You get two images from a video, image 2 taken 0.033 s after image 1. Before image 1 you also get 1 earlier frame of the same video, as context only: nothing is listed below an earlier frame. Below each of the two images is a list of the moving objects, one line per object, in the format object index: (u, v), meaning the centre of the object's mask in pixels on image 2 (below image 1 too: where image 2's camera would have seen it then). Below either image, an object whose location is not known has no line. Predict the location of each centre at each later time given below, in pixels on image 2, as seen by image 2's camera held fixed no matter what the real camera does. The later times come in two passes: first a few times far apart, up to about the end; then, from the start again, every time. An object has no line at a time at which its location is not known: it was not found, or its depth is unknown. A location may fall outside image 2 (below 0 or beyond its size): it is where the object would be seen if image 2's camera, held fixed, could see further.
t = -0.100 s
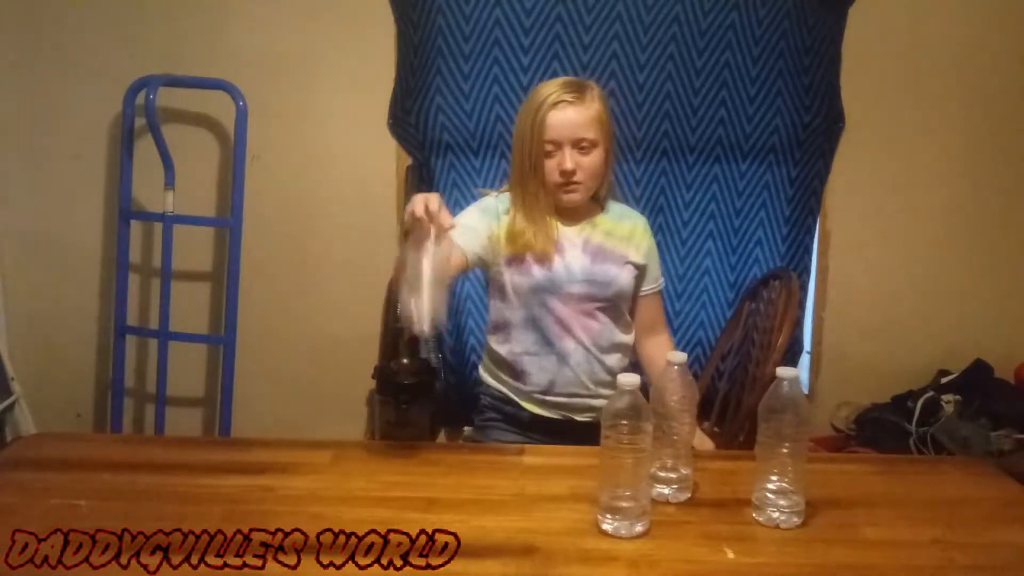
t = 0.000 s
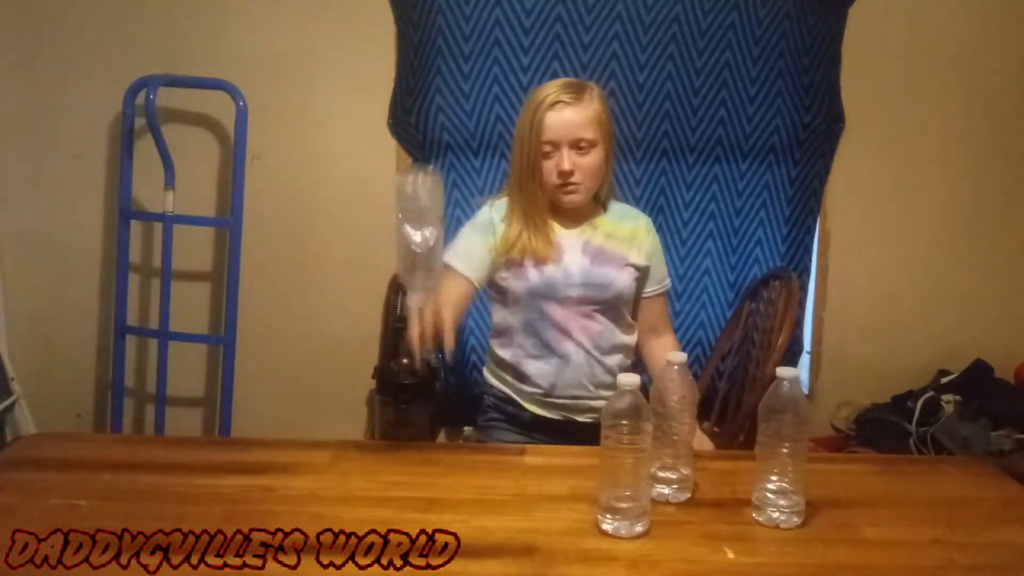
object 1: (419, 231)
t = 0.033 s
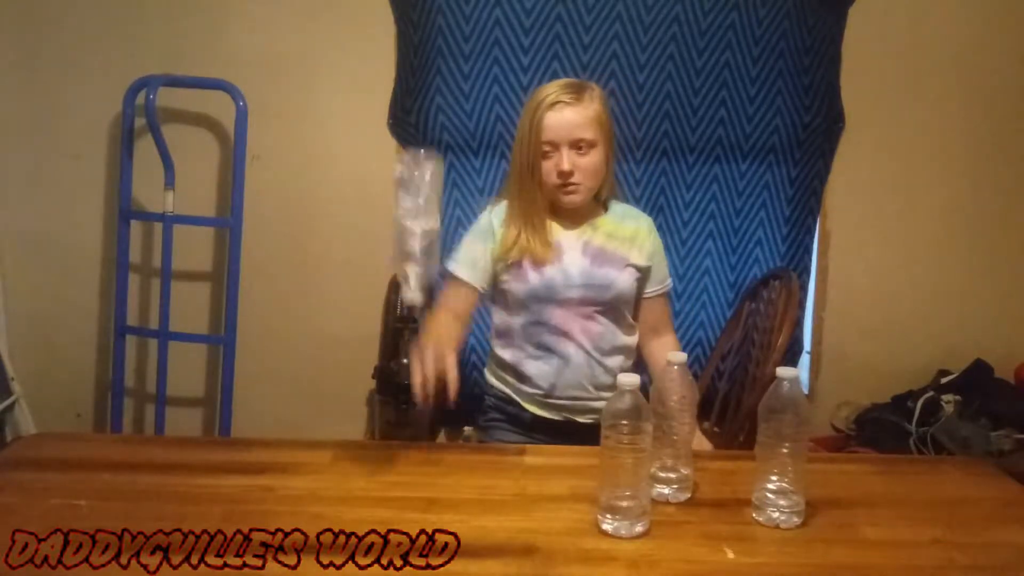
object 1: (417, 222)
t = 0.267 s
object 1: (408, 329)
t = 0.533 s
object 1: (408, 487)
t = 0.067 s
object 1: (415, 210)
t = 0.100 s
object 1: (413, 202)
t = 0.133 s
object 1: (413, 202)
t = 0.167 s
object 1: (413, 218)
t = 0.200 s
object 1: (411, 245)
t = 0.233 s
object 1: (411, 284)
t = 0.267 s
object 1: (408, 329)
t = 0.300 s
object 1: (406, 380)
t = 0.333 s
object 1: (405, 431)
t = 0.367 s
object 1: (403, 473)
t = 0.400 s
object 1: (405, 485)
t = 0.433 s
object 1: (406, 486)
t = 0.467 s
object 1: (406, 487)
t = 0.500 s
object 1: (407, 487)
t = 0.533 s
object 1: (408, 487)
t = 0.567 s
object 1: (408, 487)
